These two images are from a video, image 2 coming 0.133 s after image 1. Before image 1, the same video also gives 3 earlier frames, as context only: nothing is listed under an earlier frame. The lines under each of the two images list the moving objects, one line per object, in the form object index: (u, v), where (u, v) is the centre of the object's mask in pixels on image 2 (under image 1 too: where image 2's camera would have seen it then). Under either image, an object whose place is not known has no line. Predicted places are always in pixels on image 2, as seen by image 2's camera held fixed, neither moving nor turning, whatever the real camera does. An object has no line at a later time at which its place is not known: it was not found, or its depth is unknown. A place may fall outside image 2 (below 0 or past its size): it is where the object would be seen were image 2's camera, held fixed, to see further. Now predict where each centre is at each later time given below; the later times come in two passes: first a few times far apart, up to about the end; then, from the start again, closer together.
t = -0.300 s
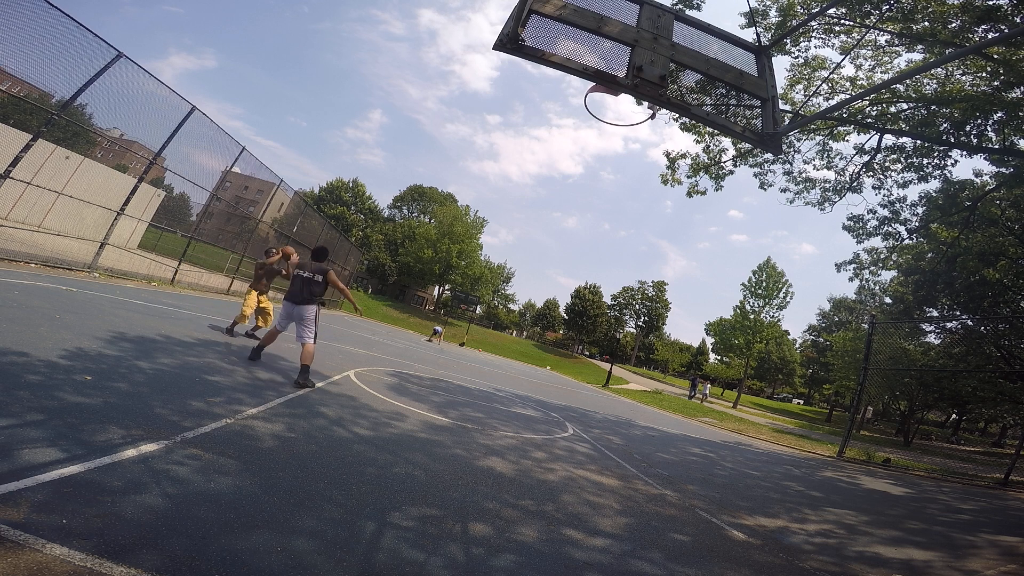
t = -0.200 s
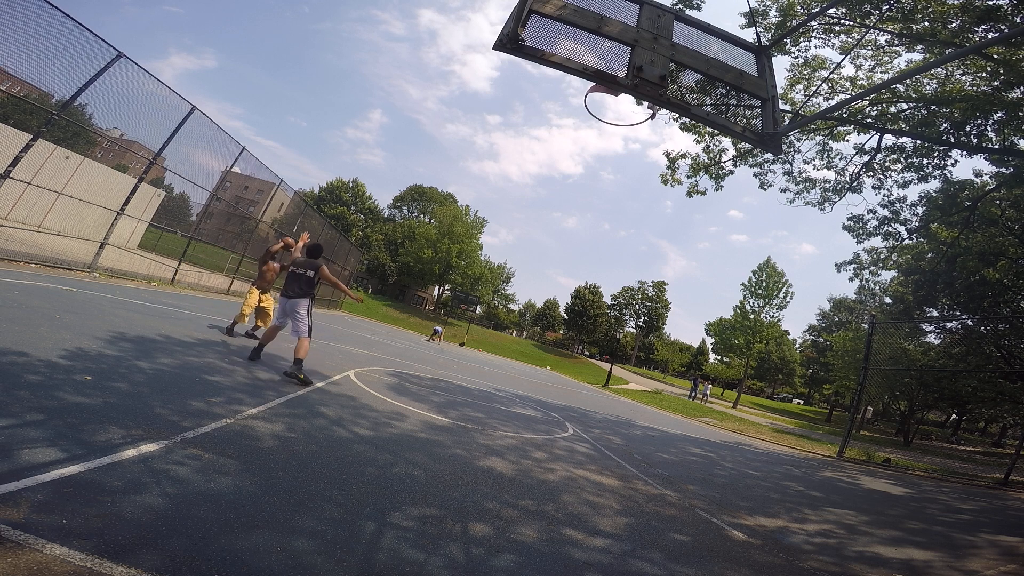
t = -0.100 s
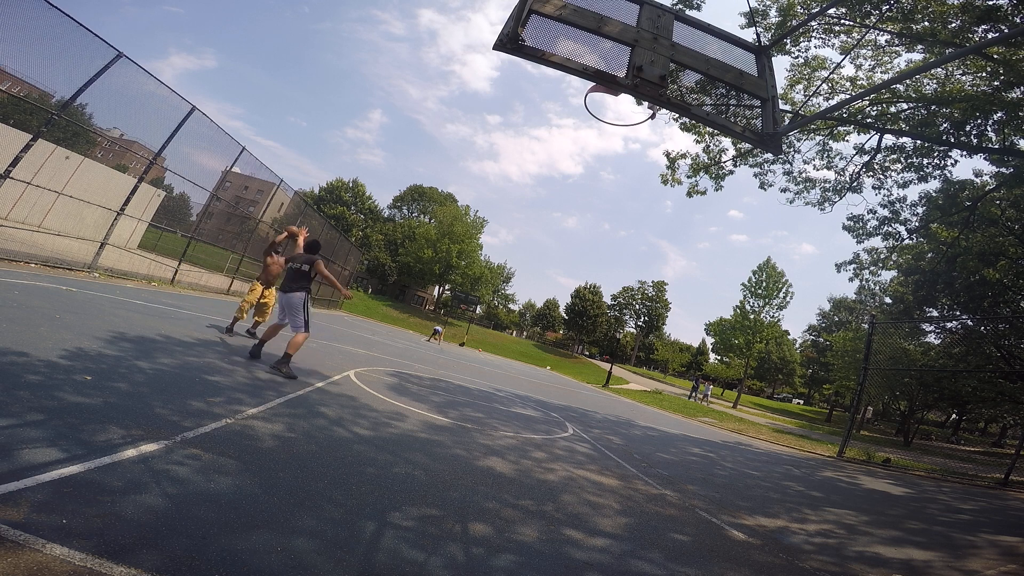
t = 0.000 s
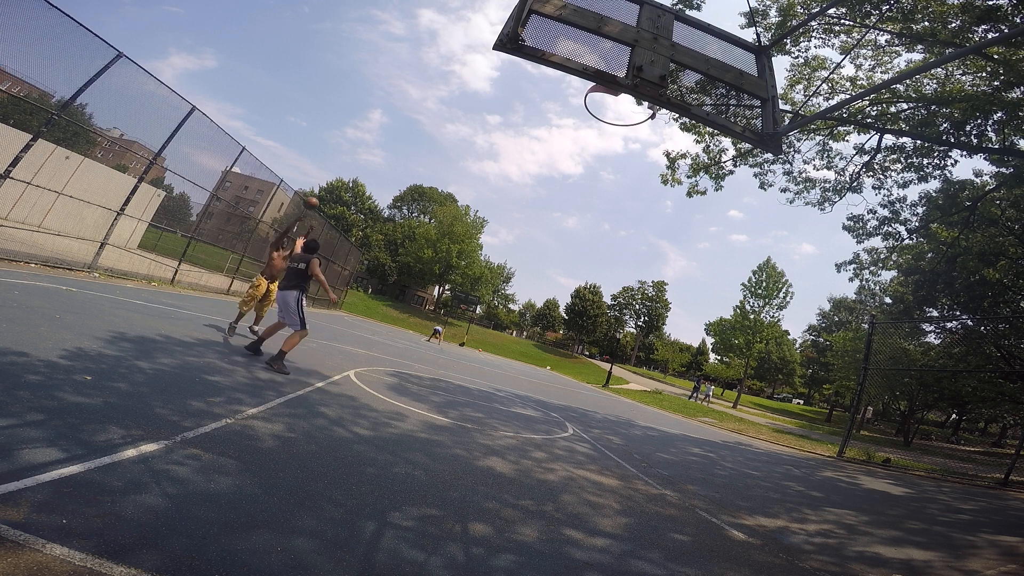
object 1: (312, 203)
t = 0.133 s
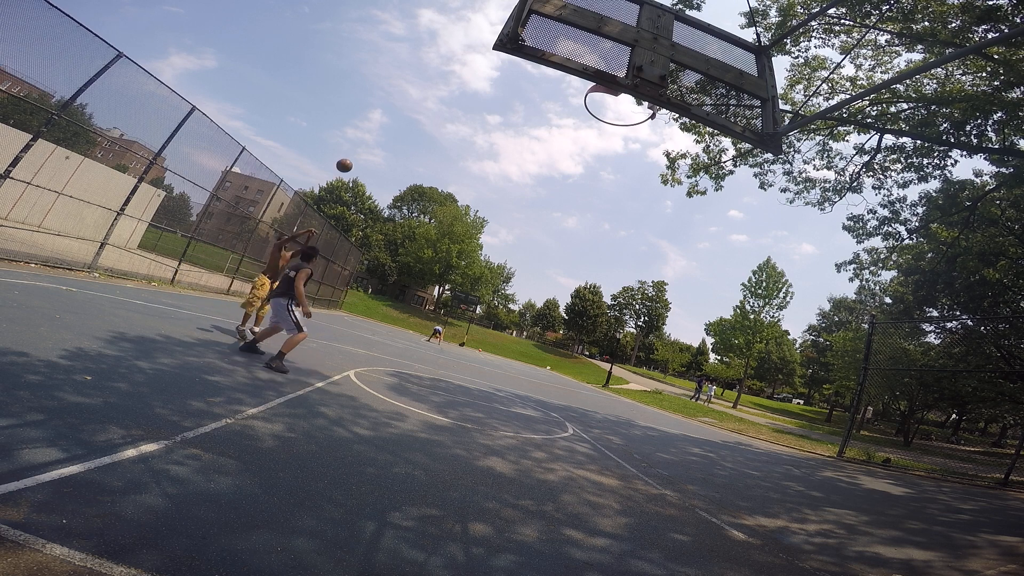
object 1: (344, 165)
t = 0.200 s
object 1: (361, 149)
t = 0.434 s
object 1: (422, 101)
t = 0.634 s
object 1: (476, 76)
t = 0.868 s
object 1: (549, 75)
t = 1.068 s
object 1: (630, 119)
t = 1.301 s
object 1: (586, 262)
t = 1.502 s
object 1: (535, 418)
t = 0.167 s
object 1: (353, 157)
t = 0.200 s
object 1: (361, 149)
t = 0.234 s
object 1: (370, 141)
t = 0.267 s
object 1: (378, 133)
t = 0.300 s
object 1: (387, 126)
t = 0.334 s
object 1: (396, 119)
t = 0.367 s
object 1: (404, 113)
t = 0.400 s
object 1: (413, 107)
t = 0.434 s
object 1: (422, 101)
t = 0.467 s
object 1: (431, 96)
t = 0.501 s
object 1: (439, 91)
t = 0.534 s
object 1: (448, 87)
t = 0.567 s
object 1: (457, 83)
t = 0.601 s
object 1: (466, 79)
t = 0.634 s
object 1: (476, 76)
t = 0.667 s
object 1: (485, 74)
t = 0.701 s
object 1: (495, 72)
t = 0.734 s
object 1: (505, 71)
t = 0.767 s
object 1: (515, 70)
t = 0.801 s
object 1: (526, 70)
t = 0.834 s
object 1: (537, 72)
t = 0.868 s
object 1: (549, 75)
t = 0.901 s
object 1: (562, 78)
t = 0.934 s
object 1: (577, 83)
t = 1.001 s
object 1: (613, 100)
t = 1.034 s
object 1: (630, 106)
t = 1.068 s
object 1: (630, 119)
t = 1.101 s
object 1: (625, 135)
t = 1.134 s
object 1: (619, 153)
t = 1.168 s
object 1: (613, 172)
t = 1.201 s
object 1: (607, 192)
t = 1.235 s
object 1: (600, 215)
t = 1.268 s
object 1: (593, 238)
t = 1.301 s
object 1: (586, 262)
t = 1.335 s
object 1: (578, 288)
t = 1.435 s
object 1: (553, 367)
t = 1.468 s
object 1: (544, 392)
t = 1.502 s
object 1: (535, 418)
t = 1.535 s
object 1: (527, 442)
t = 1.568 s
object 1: (520, 459)
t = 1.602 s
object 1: (524, 437)
